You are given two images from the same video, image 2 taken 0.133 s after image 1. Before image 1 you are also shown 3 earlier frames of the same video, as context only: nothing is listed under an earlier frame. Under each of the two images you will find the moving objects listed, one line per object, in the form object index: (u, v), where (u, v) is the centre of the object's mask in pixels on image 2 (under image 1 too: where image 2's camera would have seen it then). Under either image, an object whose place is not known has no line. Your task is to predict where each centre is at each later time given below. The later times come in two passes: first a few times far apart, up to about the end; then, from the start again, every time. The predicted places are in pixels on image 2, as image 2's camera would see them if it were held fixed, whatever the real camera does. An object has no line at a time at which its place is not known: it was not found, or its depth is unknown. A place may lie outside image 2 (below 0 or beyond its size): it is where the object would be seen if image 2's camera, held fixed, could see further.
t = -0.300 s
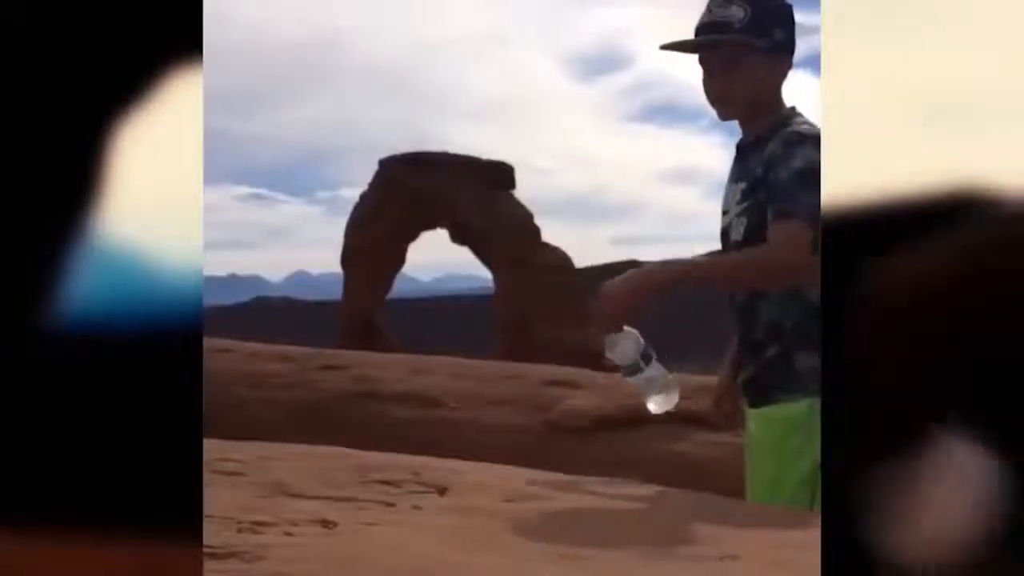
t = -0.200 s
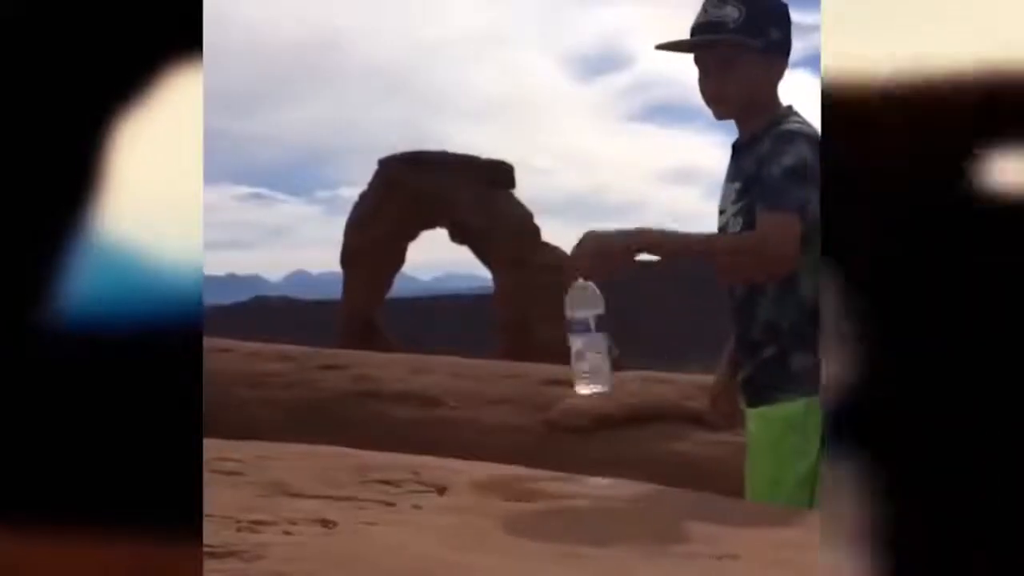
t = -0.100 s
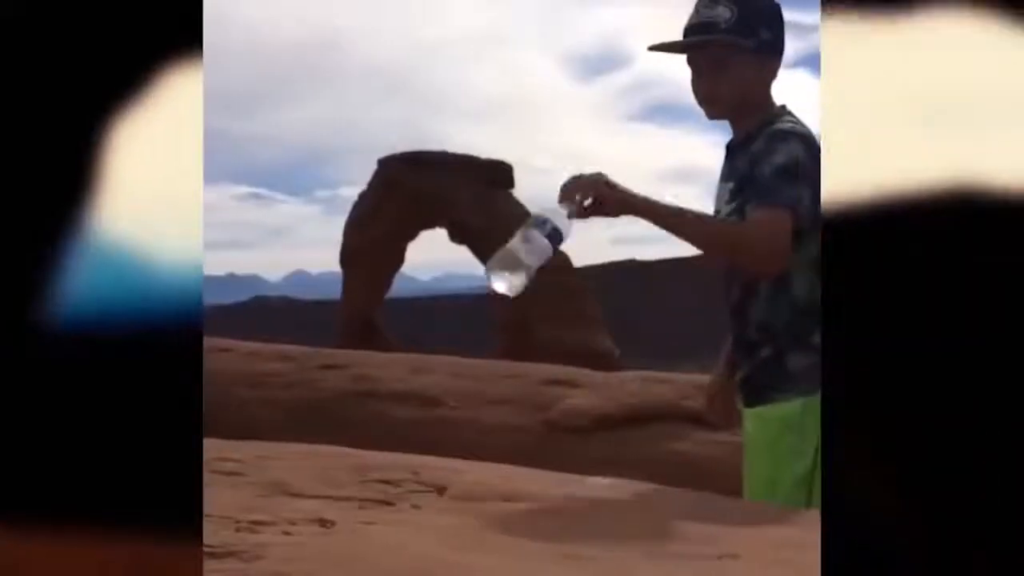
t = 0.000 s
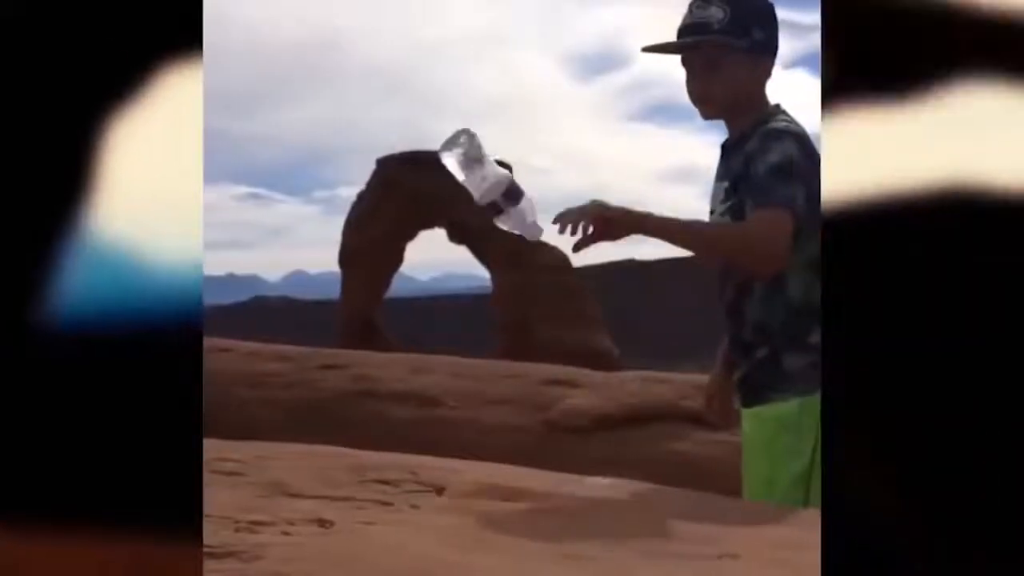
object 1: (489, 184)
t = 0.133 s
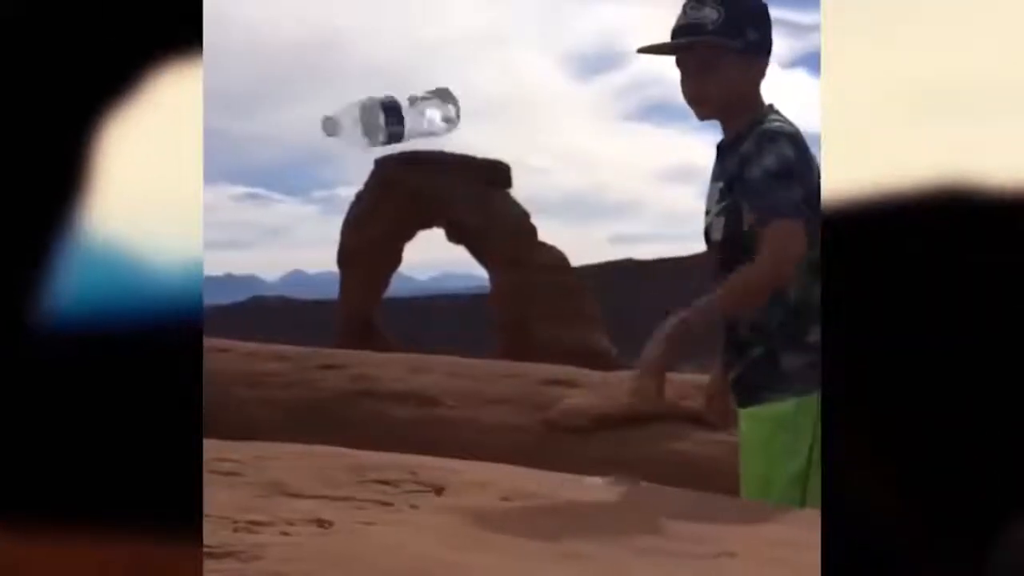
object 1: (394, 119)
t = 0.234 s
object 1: (372, 142)
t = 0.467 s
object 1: (357, 407)
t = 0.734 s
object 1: (343, 405)
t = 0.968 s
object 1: (345, 405)
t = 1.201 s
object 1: (346, 405)
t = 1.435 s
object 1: (344, 406)
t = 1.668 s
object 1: (345, 406)
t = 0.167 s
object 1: (384, 114)
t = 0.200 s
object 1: (375, 121)
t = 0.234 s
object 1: (372, 142)
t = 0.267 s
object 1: (369, 173)
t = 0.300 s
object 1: (366, 213)
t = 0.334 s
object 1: (362, 263)
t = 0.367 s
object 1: (358, 321)
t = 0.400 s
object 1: (355, 386)
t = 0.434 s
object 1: (356, 407)
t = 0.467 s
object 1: (357, 407)
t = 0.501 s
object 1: (356, 406)
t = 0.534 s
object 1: (356, 406)
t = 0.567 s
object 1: (356, 406)
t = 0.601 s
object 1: (355, 406)
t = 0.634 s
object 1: (354, 406)
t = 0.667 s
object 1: (352, 405)
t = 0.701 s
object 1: (348, 405)
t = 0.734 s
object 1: (343, 405)
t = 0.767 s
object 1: (341, 405)
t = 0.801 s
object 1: (343, 405)
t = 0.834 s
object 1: (344, 405)
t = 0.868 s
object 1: (344, 405)
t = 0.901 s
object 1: (345, 405)
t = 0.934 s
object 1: (345, 405)
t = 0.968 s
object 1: (345, 405)
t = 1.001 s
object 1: (346, 405)
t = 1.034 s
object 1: (346, 406)
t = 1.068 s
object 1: (346, 405)
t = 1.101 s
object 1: (347, 406)
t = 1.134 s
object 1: (346, 405)
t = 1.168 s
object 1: (346, 406)
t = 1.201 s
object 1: (346, 405)
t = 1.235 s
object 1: (346, 405)
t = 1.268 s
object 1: (345, 405)
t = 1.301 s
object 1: (345, 406)
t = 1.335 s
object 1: (345, 405)
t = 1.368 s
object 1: (344, 405)
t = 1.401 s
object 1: (344, 406)
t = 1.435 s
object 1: (344, 406)
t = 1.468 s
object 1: (344, 406)
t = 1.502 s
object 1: (344, 406)
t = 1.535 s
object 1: (344, 406)
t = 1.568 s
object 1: (344, 406)
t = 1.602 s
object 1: (345, 406)
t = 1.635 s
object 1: (344, 406)
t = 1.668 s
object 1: (345, 406)
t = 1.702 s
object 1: (345, 406)
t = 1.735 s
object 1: (346, 405)
